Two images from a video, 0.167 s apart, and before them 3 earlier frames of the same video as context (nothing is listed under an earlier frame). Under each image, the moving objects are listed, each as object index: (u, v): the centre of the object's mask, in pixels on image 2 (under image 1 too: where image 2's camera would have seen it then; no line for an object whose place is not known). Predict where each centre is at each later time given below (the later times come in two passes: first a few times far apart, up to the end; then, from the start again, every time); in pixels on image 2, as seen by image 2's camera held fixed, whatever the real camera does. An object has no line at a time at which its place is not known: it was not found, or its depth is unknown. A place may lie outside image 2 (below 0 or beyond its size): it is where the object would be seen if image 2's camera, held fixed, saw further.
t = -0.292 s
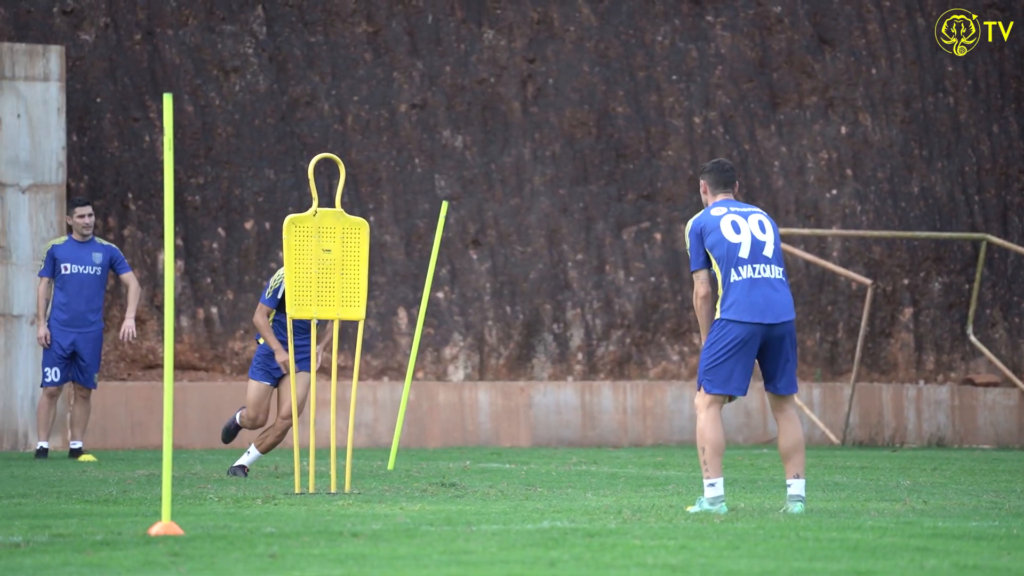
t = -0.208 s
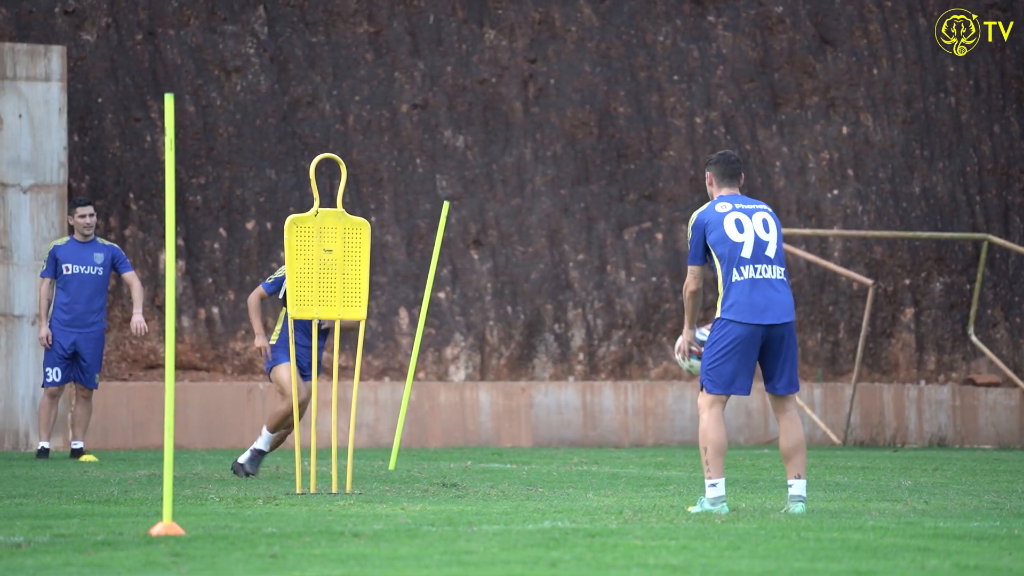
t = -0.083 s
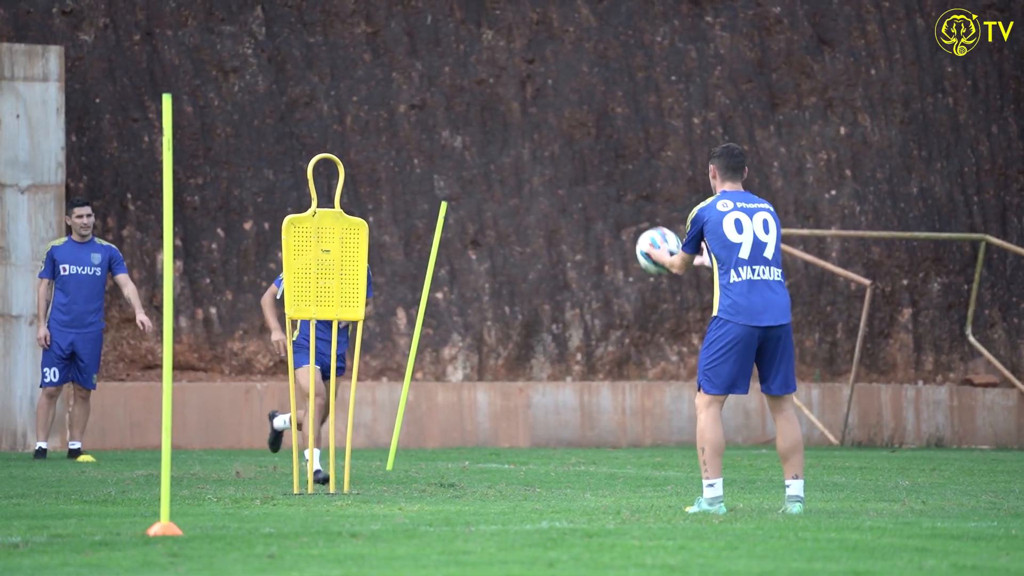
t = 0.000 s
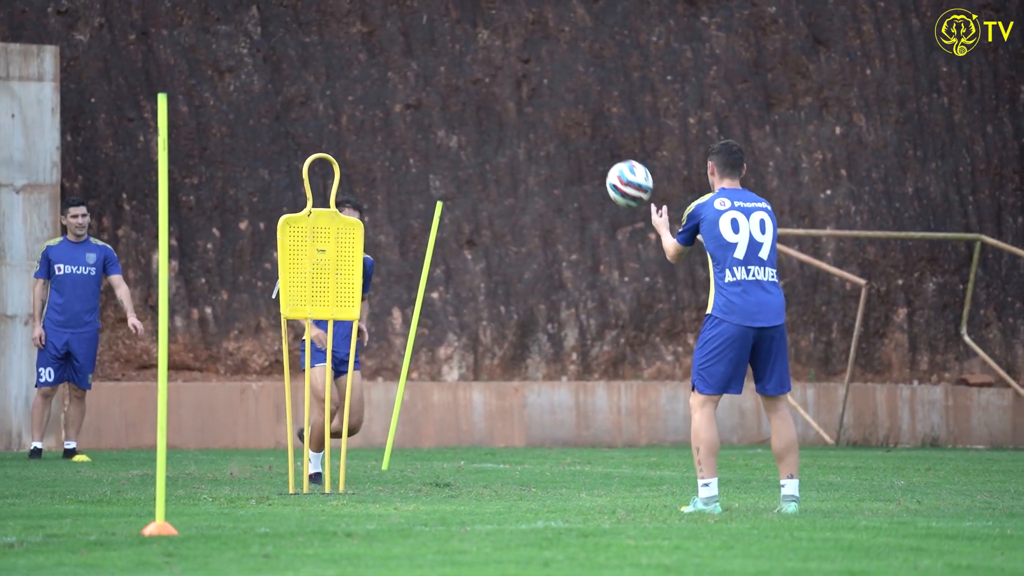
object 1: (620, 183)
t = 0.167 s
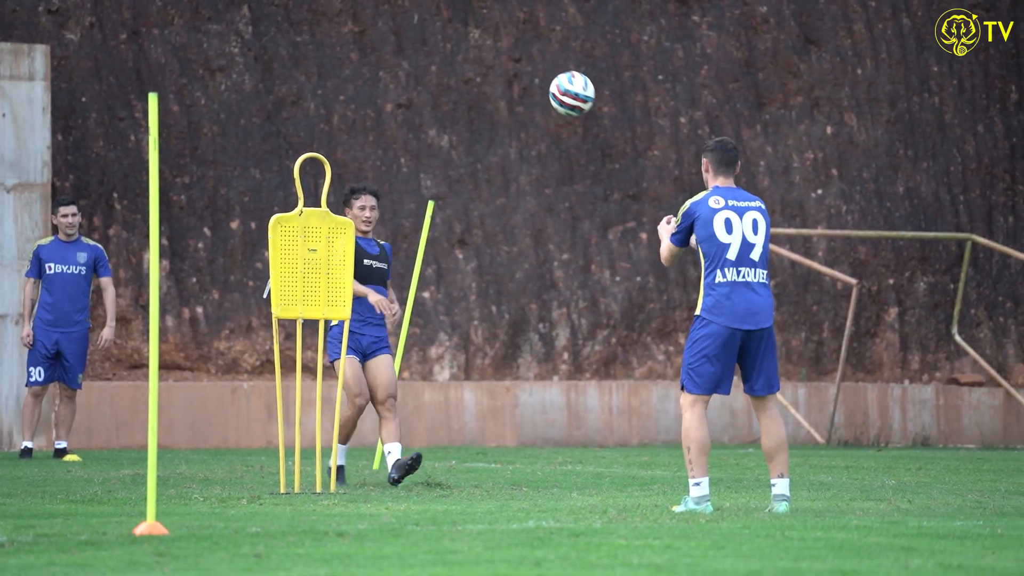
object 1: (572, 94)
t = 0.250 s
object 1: (548, 71)
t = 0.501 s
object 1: (481, 85)
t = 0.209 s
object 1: (558, 78)
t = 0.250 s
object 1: (548, 71)
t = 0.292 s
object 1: (534, 64)
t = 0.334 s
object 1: (525, 62)
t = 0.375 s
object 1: (512, 63)
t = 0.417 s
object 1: (503, 67)
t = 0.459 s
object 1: (490, 76)
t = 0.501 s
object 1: (481, 85)
